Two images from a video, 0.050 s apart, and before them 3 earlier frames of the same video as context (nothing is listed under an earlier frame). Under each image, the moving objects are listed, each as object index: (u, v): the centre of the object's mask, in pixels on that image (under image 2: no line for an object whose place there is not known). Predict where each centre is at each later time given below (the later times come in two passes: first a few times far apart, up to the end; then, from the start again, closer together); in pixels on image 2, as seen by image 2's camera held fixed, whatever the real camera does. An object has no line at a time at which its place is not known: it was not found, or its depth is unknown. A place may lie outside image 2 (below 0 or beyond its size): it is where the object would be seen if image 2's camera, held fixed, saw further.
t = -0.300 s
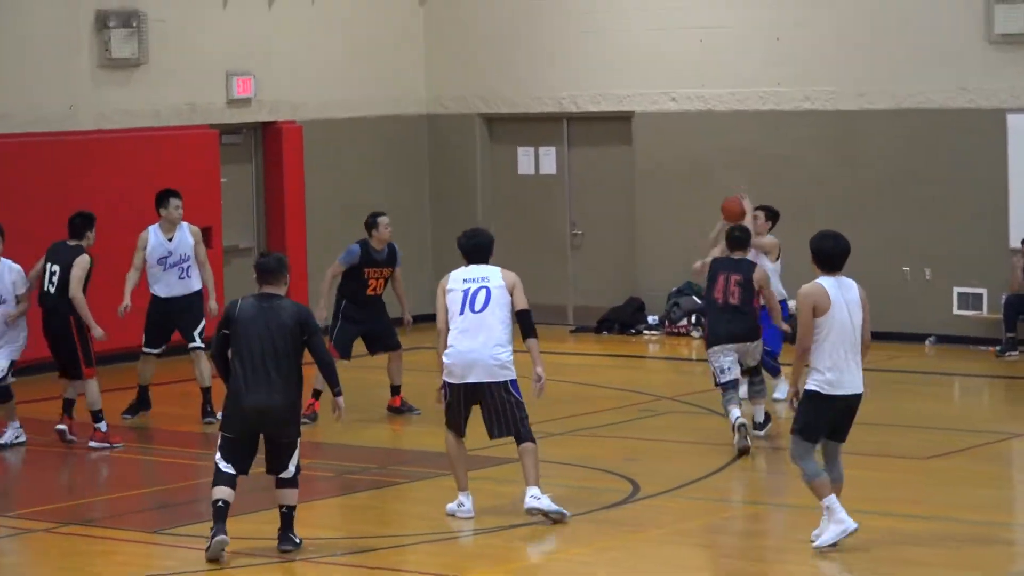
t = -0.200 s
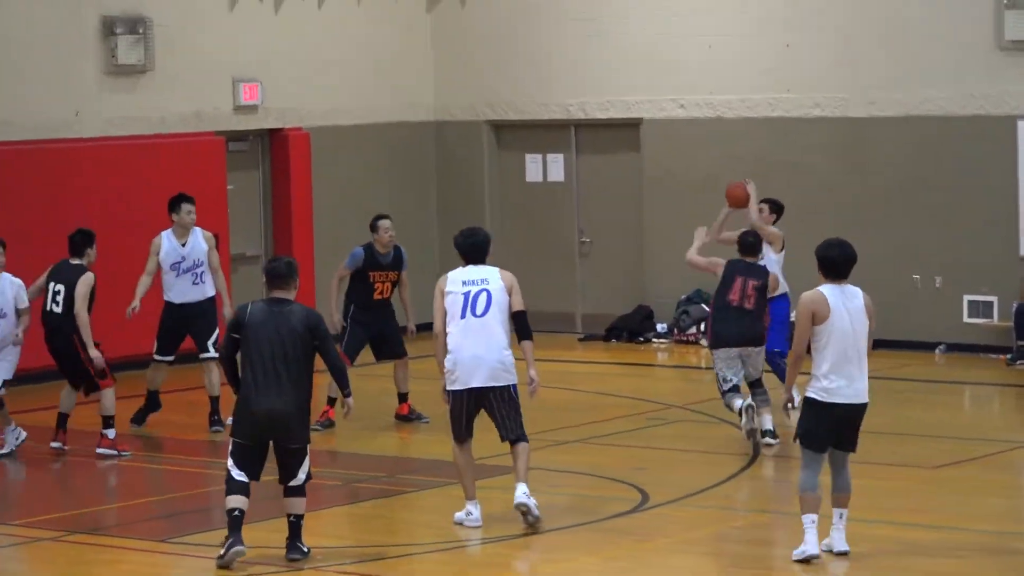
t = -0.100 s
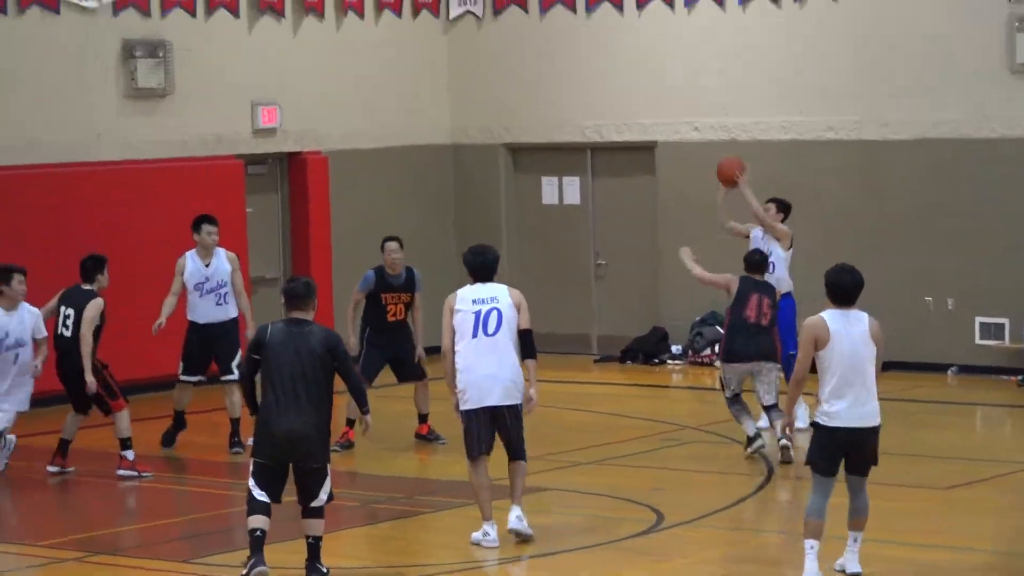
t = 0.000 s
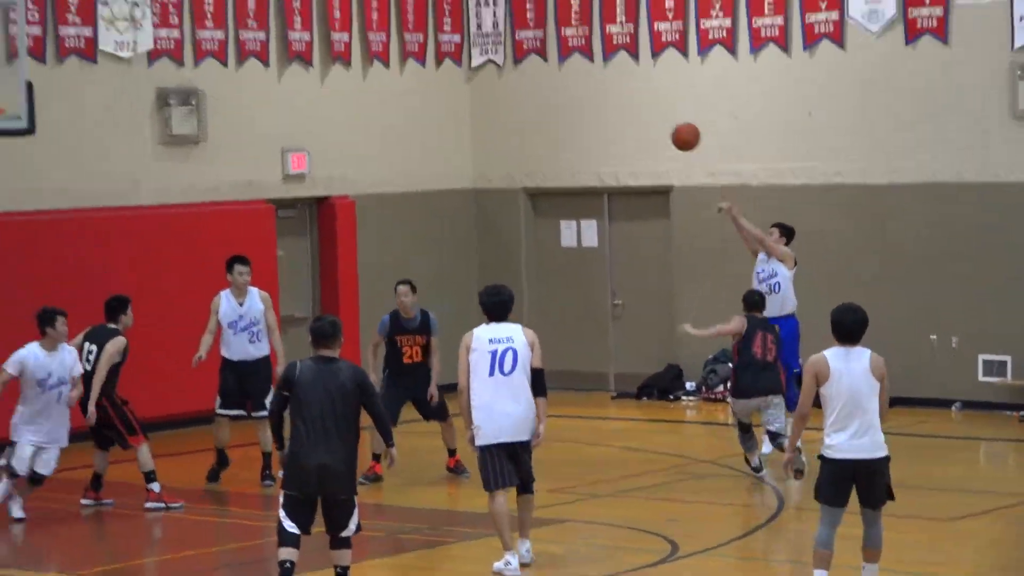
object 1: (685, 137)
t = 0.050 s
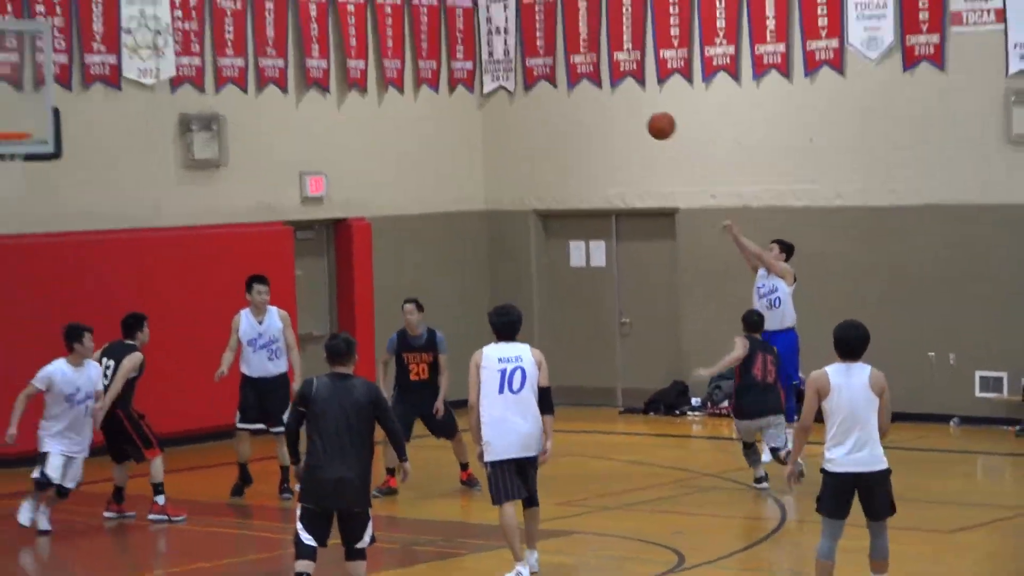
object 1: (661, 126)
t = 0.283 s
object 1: (523, 5)
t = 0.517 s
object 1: (384, -56)
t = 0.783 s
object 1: (224, -50)
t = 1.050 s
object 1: (56, 49)
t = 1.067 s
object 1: (45, 59)
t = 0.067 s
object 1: (651, 115)
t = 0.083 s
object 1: (641, 105)
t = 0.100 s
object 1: (631, 95)
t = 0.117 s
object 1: (622, 86)
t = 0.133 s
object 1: (613, 76)
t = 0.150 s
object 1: (603, 68)
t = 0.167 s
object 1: (593, 59)
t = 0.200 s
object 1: (573, 42)
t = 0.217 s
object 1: (564, 33)
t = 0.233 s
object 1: (554, 26)
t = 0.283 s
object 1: (523, 5)
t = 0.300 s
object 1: (513, -2)
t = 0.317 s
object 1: (503, -7)
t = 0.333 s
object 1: (494, -13)
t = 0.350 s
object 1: (484, -19)
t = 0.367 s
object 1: (473, -25)
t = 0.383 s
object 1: (464, -29)
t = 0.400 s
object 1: (453, -33)
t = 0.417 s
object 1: (442, -37)
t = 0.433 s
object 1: (434, -41)
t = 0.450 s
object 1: (424, -45)
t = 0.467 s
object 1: (414, -48)
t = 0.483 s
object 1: (403, -51)
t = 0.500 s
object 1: (394, -54)
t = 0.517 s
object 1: (384, -56)
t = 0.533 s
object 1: (374, -59)
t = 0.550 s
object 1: (364, -61)
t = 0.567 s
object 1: (354, -62)
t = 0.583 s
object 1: (344, -63)
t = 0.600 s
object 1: (334, -64)
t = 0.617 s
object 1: (323, -65)
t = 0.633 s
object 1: (314, -65)
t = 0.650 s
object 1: (305, -64)
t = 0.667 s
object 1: (294, -64)
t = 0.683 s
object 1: (284, -64)
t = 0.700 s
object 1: (275, -62)
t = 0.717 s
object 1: (265, -60)
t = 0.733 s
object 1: (254, -58)
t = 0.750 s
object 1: (243, -56)
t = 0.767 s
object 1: (234, -53)
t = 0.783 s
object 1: (224, -50)
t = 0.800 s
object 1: (214, -47)
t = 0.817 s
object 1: (204, -44)
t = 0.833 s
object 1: (194, -39)
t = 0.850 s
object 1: (184, -35)
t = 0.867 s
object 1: (174, -29)
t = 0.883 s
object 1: (163, -25)
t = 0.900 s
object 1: (153, -18)
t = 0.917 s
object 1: (143, -12)
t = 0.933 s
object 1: (132, -6)
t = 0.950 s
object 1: (121, 0)
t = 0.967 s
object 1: (110, 7)
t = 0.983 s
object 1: (99, 13)
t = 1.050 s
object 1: (56, 49)
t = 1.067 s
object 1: (45, 59)
